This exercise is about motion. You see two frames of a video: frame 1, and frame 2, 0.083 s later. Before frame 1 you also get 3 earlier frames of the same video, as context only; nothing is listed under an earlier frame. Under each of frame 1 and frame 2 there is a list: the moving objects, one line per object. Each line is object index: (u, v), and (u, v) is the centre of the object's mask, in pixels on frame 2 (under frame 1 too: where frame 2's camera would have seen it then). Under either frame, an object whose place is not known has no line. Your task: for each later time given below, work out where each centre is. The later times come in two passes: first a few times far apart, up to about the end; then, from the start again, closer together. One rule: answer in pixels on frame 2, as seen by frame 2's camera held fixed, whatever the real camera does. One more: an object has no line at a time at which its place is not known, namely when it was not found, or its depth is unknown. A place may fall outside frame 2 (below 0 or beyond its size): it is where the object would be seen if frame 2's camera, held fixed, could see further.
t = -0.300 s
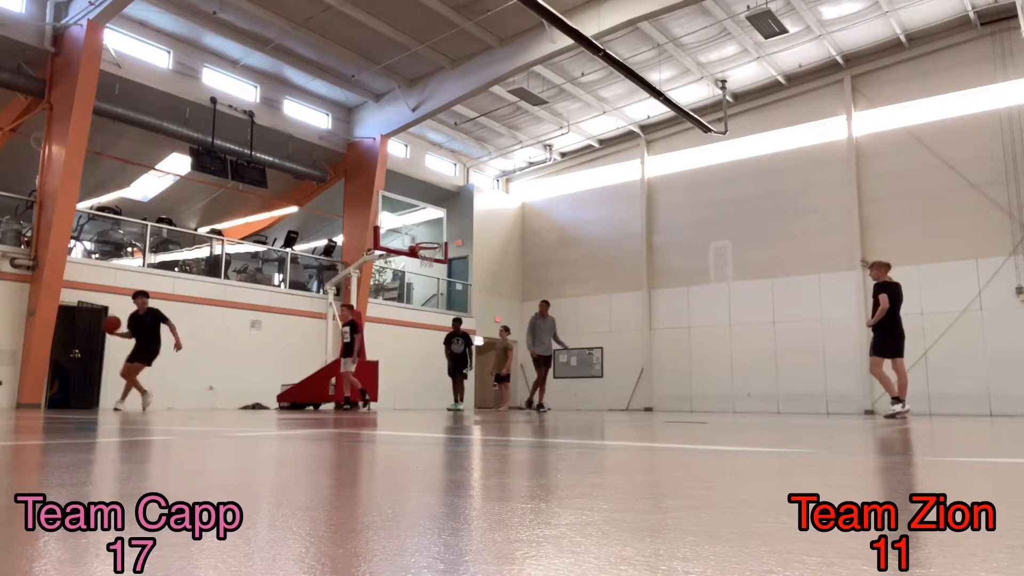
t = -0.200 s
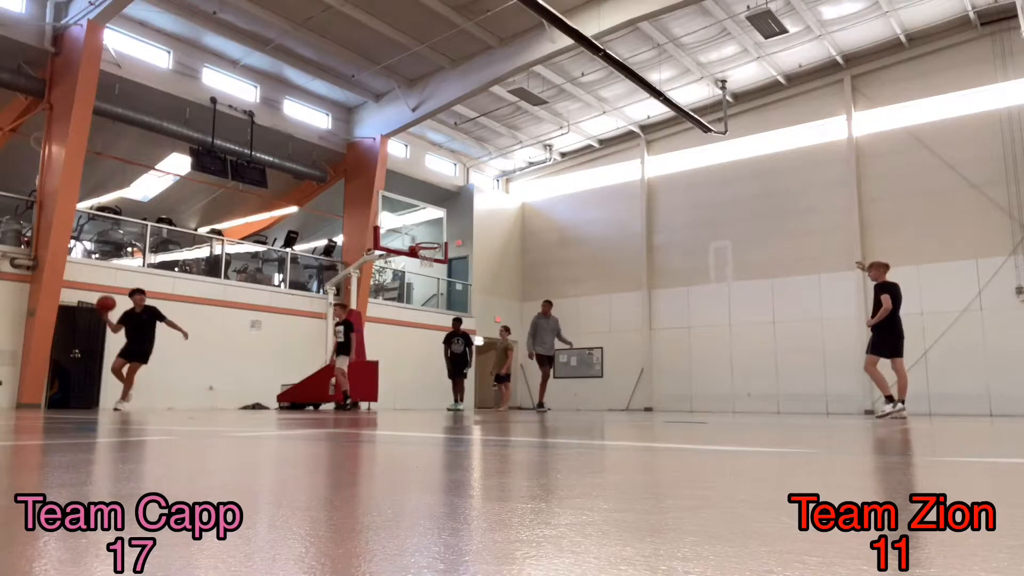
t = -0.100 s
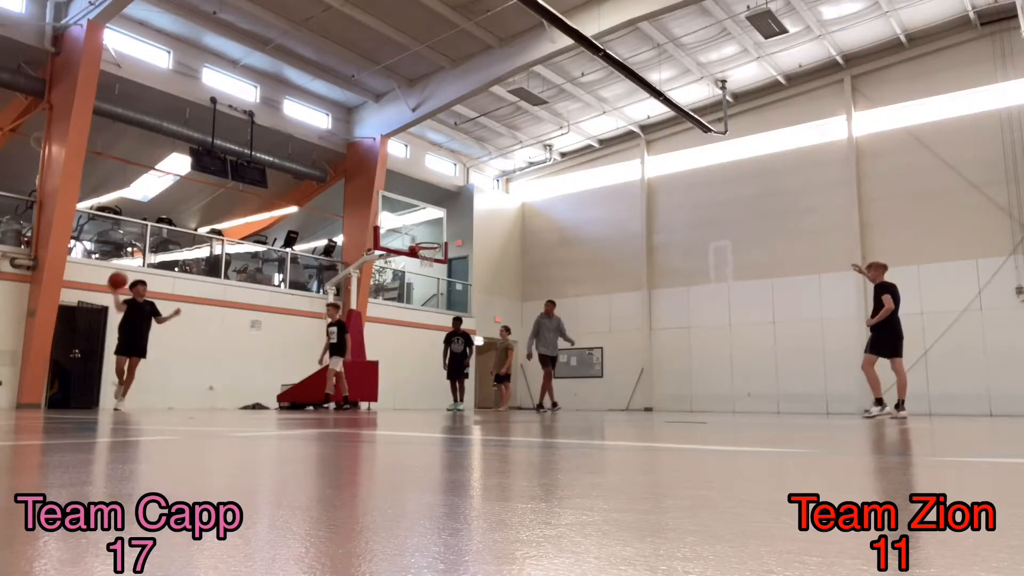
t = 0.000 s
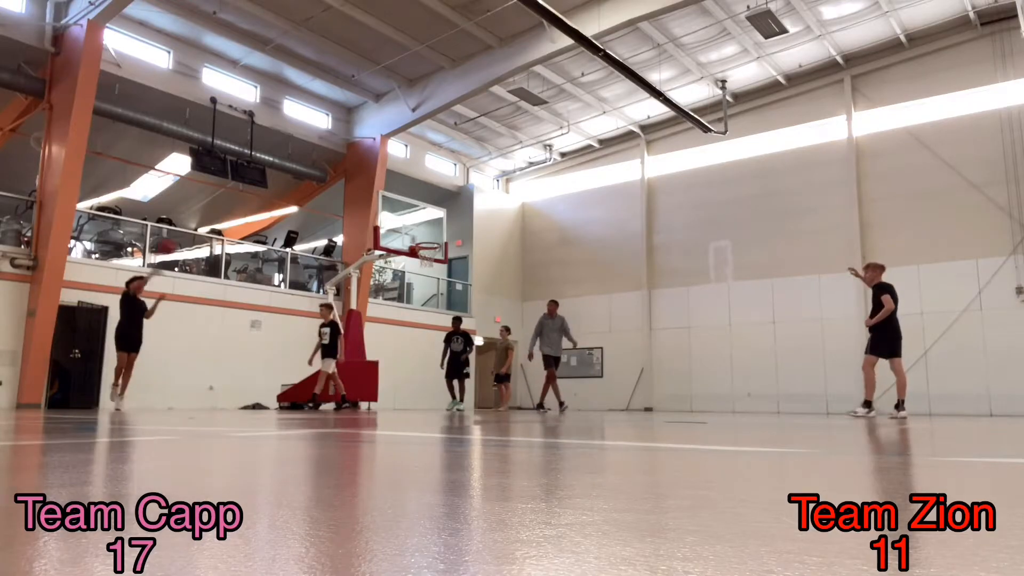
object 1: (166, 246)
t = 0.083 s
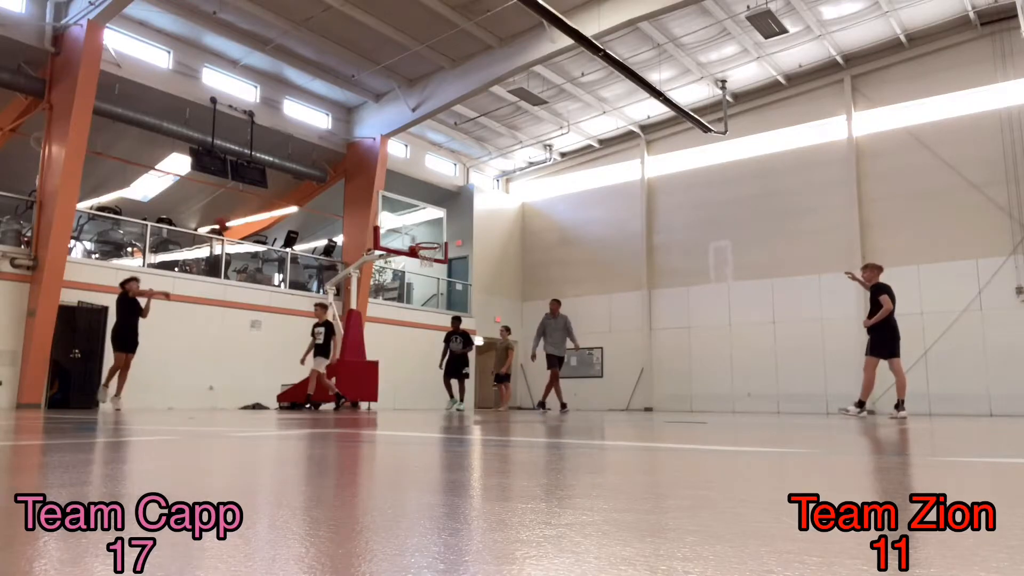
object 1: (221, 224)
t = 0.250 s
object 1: (331, 193)
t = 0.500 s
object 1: (497, 179)
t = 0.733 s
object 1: (655, 207)
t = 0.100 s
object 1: (232, 220)
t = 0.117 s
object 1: (243, 216)
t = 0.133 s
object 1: (253, 212)
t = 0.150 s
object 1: (263, 209)
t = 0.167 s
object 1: (275, 205)
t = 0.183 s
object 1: (286, 203)
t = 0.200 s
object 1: (298, 202)
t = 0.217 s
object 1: (307, 199)
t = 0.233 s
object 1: (320, 195)
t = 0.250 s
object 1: (331, 193)
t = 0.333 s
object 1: (385, 183)
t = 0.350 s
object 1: (397, 182)
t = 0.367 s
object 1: (407, 181)
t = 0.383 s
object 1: (418, 180)
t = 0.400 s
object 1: (428, 179)
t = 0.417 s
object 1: (440, 180)
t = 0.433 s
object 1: (450, 180)
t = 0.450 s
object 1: (463, 178)
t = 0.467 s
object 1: (472, 179)
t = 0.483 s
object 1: (485, 178)
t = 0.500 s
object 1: (497, 179)
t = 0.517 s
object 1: (506, 179)
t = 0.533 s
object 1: (518, 180)
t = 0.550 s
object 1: (529, 180)
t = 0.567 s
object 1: (540, 181)
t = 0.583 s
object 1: (552, 183)
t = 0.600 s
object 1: (563, 187)
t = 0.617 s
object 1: (575, 190)
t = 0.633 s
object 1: (586, 193)
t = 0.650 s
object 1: (598, 194)
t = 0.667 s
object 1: (609, 195)
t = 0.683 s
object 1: (620, 197)
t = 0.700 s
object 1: (631, 201)
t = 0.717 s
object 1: (643, 204)
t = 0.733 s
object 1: (655, 207)
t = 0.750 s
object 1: (667, 211)
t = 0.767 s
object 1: (678, 214)
